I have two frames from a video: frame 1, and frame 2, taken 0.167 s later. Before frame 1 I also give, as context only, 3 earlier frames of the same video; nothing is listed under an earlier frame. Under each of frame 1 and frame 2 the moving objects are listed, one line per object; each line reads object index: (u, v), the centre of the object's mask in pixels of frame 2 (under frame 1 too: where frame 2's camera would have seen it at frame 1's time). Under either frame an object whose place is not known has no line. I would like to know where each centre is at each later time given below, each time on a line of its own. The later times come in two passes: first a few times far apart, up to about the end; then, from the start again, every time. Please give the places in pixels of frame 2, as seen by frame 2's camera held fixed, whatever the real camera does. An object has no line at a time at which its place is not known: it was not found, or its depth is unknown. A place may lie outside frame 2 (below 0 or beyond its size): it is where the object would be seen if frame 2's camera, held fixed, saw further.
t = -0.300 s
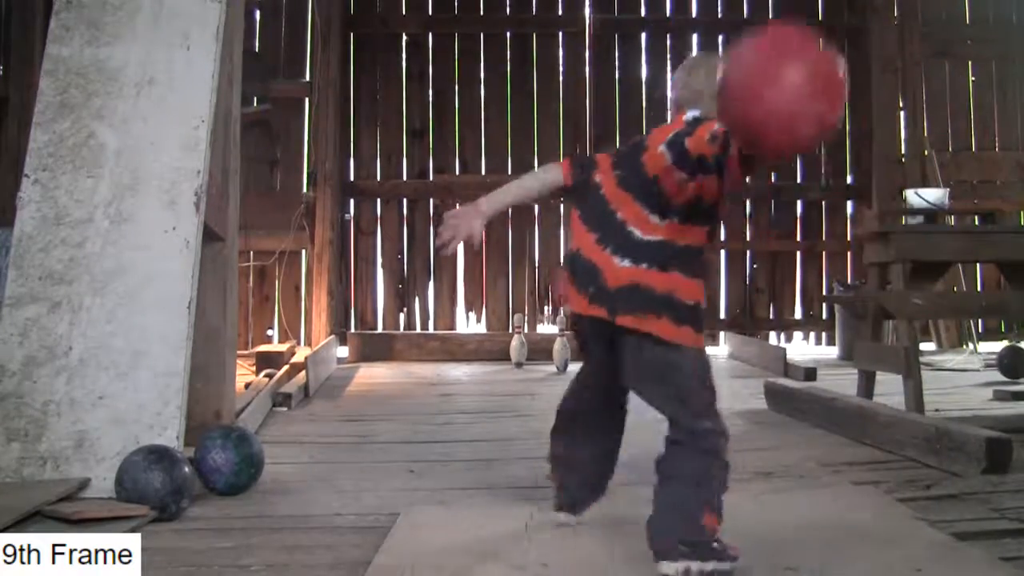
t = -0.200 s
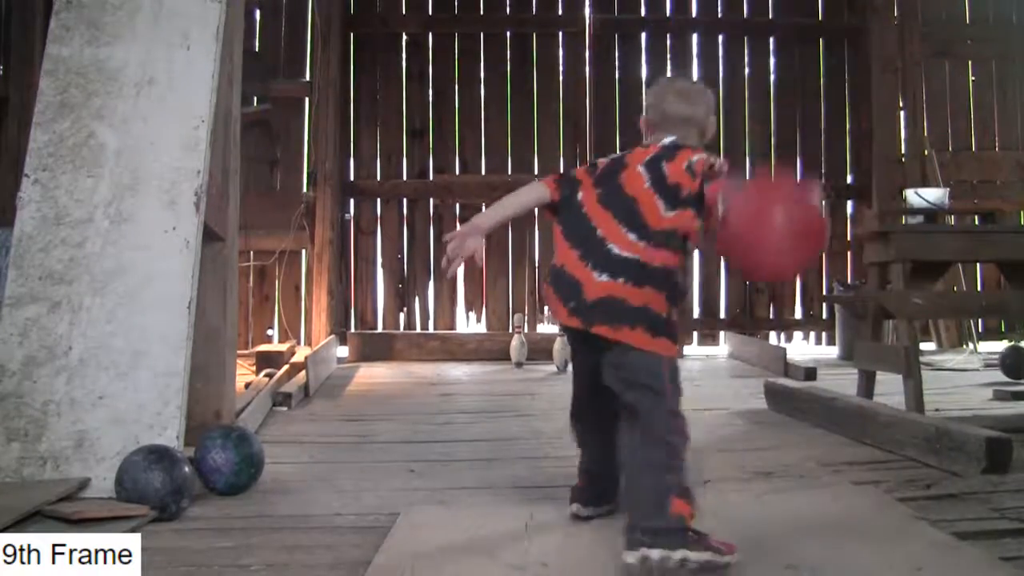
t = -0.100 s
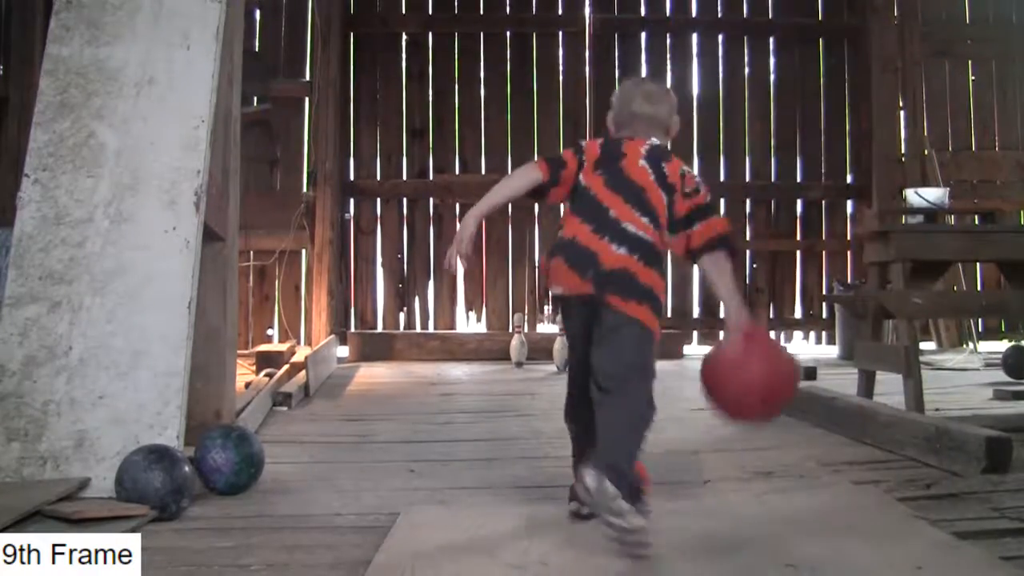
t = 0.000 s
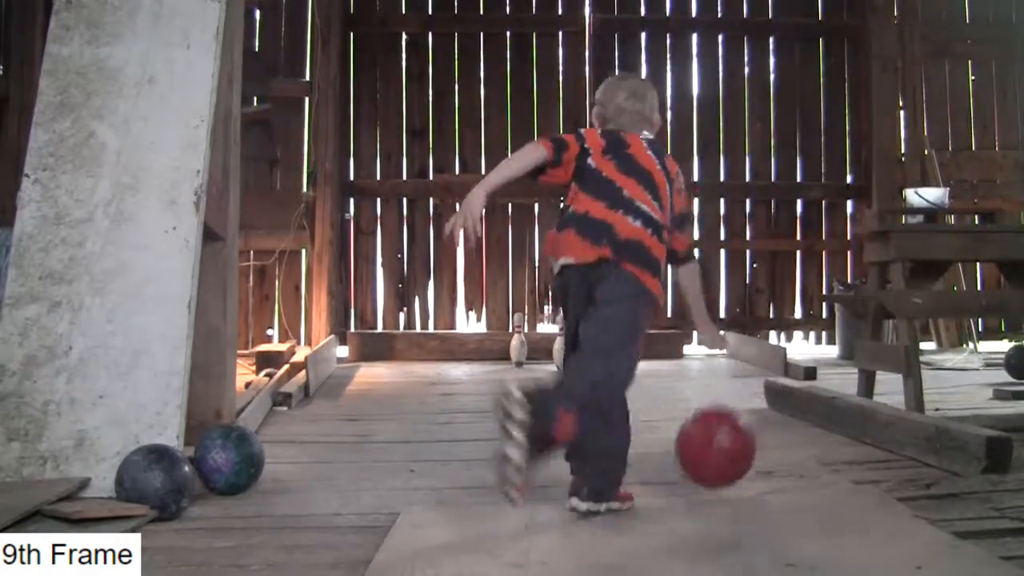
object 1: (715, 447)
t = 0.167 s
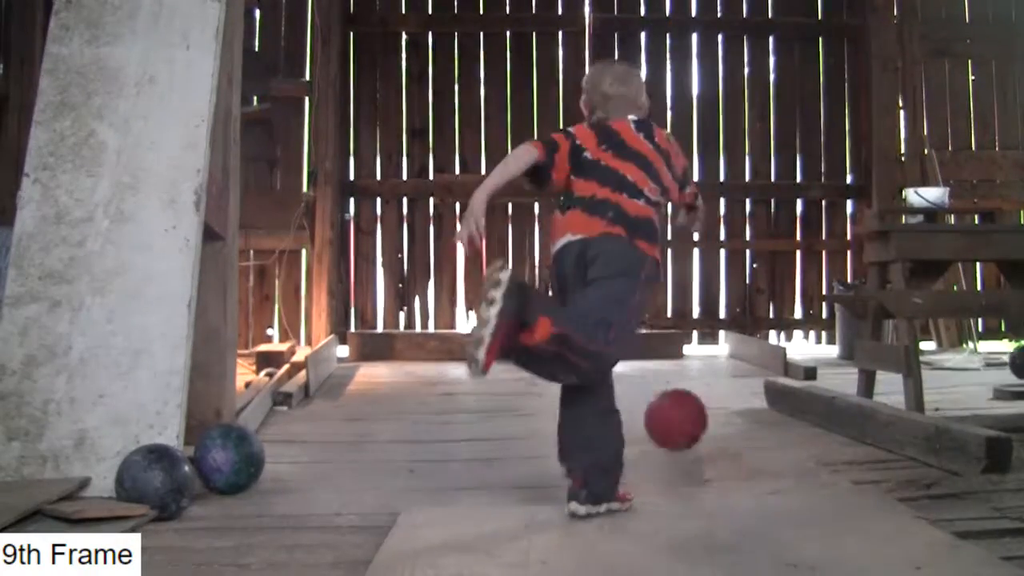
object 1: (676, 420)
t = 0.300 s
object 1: (655, 406)
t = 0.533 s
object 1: (637, 388)
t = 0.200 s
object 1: (670, 419)
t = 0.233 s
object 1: (664, 415)
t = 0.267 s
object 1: (660, 409)
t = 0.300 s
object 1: (655, 406)
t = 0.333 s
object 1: (651, 404)
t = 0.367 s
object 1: (648, 397)
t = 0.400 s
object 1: (644, 394)
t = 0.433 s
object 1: (641, 393)
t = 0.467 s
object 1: (639, 391)
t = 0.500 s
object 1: (637, 390)
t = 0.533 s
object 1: (637, 388)
